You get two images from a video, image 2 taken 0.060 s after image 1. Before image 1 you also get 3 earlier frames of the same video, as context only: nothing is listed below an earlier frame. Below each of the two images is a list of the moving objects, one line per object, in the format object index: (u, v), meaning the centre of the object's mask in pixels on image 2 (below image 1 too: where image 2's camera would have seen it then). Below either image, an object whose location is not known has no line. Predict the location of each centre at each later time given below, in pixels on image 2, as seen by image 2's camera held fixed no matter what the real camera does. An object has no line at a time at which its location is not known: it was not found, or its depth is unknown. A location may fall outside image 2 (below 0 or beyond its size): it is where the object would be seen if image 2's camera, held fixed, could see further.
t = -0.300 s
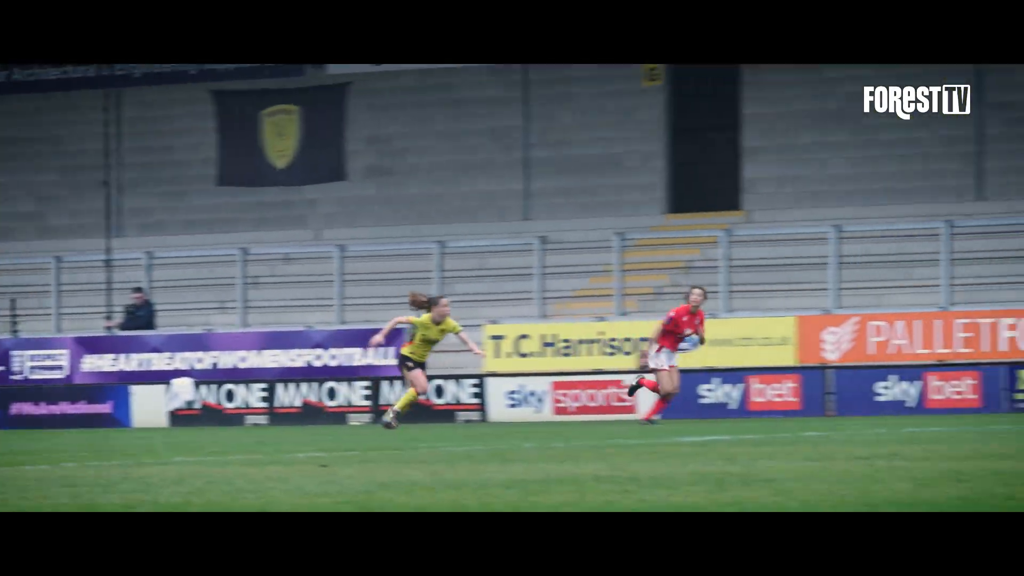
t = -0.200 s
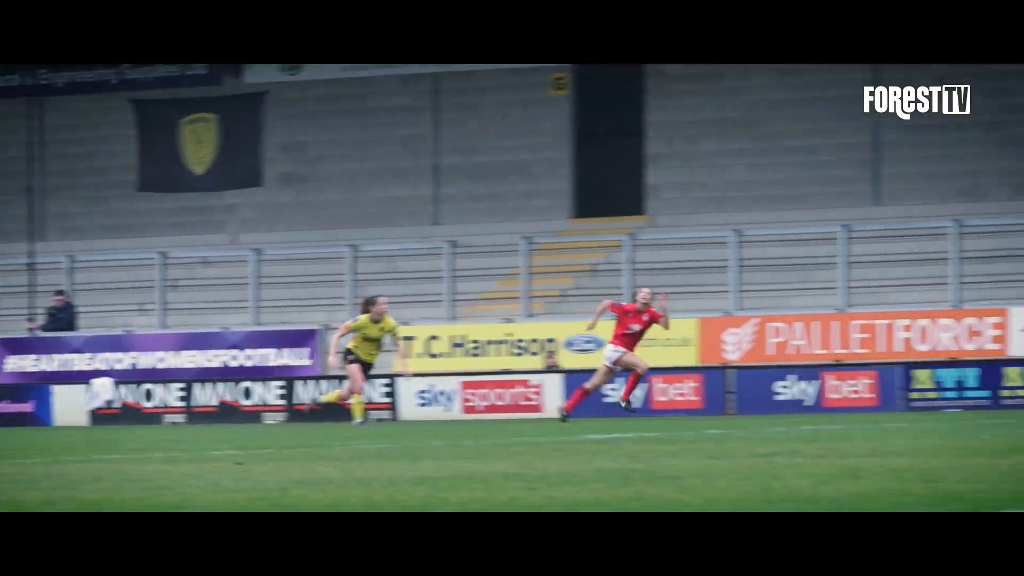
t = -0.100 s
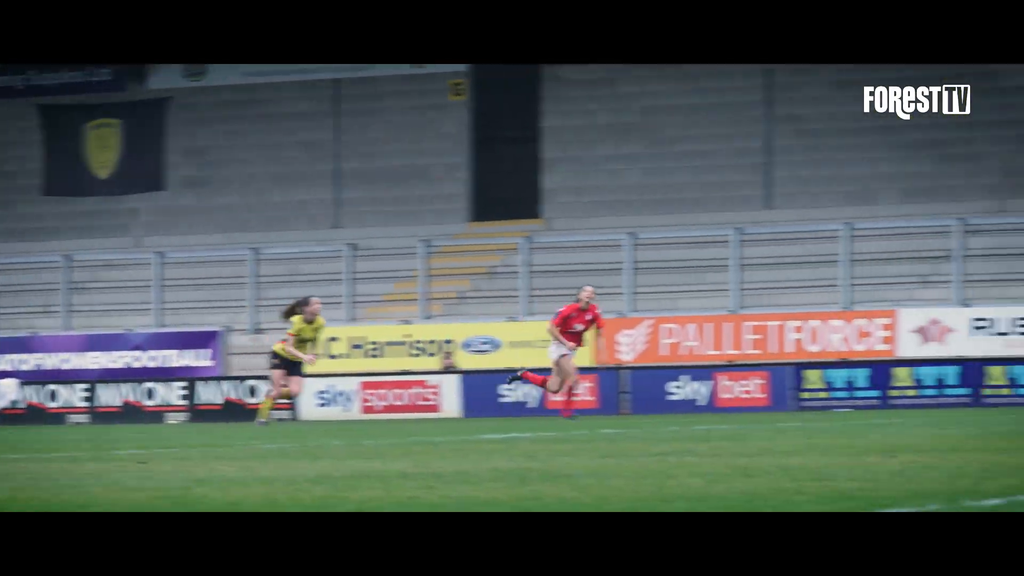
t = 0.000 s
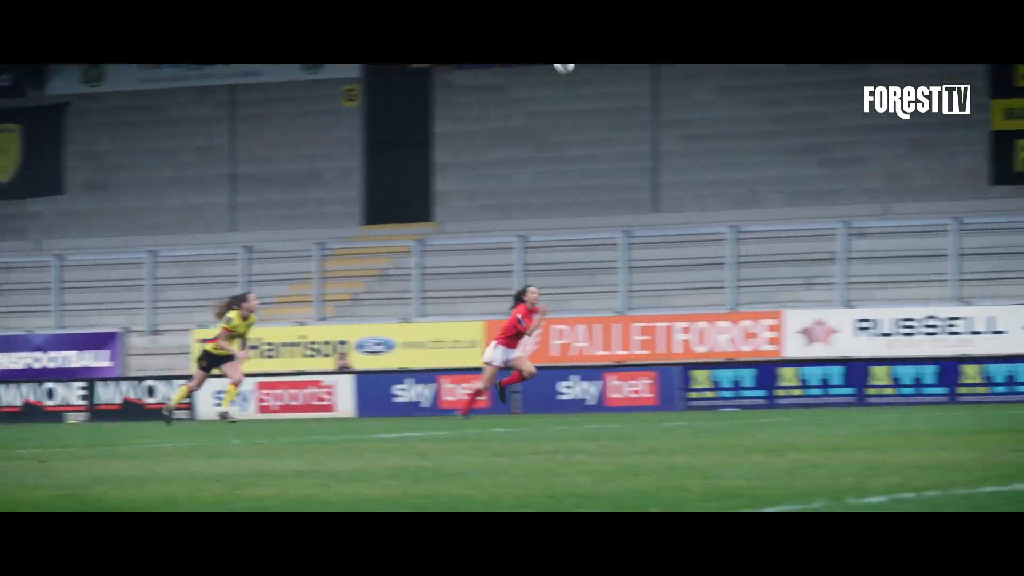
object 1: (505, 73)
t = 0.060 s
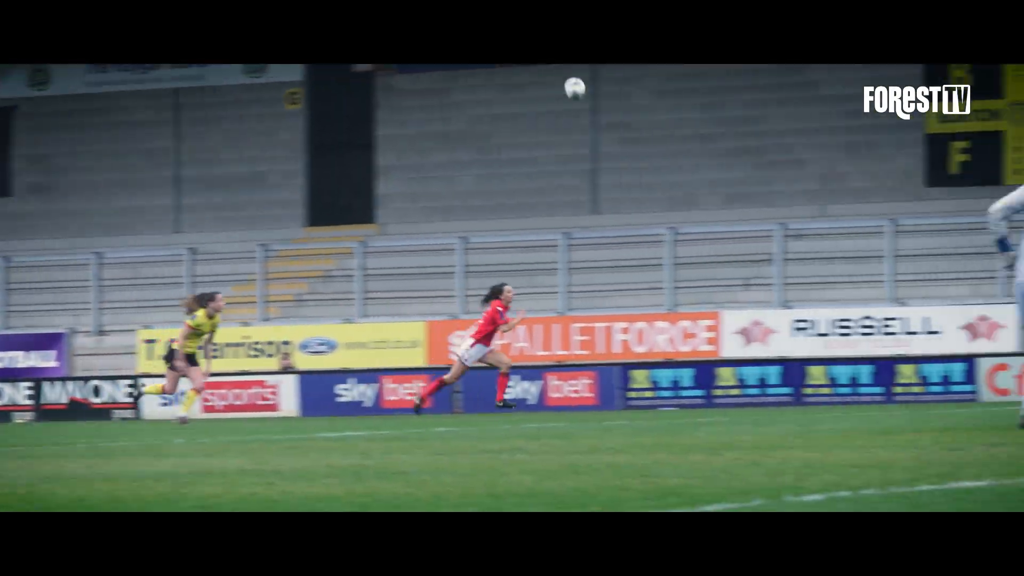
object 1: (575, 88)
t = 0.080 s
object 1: (599, 95)
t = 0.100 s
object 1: (623, 102)
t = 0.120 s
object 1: (647, 110)
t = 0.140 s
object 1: (671, 118)
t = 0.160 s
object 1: (696, 127)
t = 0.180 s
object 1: (721, 136)
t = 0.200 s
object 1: (746, 145)
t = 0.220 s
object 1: (771, 154)
